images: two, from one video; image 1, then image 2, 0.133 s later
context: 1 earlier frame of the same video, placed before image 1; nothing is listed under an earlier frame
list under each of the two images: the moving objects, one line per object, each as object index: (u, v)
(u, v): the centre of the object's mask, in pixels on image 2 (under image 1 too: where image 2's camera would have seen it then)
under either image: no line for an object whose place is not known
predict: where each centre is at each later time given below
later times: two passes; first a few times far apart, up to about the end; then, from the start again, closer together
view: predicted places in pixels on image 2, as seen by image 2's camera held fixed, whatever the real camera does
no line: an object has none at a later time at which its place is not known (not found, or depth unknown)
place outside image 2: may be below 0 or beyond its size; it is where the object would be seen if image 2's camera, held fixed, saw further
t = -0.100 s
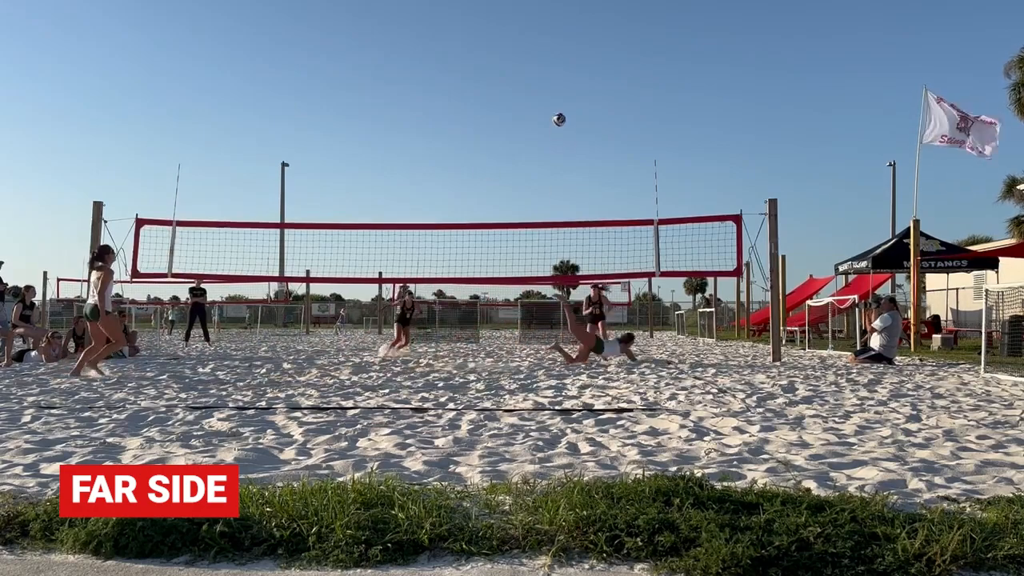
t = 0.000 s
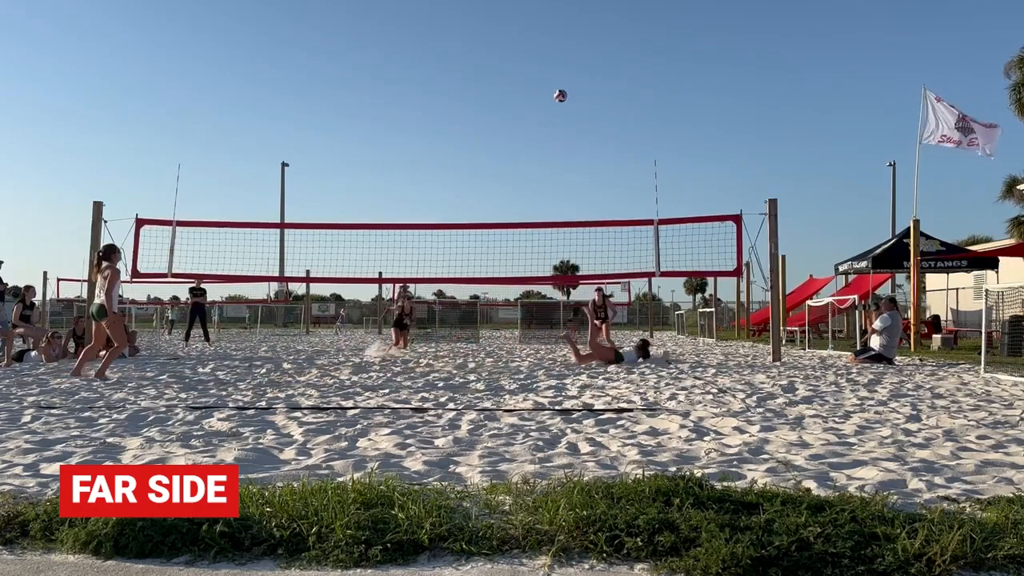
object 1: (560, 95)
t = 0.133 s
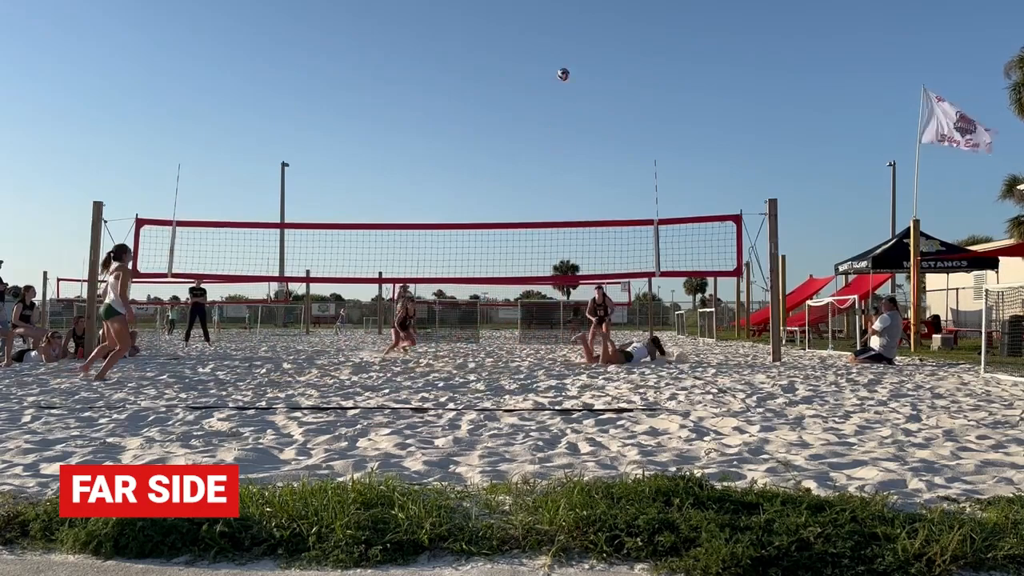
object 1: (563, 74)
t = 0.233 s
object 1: (565, 65)
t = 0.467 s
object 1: (573, 64)
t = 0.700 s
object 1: (581, 91)
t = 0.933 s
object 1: (591, 140)
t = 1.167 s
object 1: (602, 208)
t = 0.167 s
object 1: (564, 70)
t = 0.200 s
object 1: (564, 67)
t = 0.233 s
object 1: (565, 65)
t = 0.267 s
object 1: (566, 63)
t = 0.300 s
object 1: (567, 62)
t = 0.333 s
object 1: (568, 61)
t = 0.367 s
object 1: (569, 61)
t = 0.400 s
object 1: (570, 62)
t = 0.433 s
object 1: (571, 63)
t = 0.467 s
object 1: (573, 64)
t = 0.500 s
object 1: (573, 67)
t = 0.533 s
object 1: (575, 70)
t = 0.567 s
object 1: (576, 73)
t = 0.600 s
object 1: (577, 77)
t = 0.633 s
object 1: (578, 81)
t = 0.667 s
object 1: (580, 86)
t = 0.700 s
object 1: (581, 91)
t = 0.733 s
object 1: (583, 97)
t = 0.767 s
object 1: (584, 103)
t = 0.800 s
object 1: (585, 109)
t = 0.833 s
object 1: (587, 116)
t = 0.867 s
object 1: (588, 124)
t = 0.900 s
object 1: (590, 132)
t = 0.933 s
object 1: (591, 140)
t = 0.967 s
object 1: (593, 148)
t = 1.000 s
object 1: (594, 158)
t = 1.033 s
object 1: (596, 167)
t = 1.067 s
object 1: (597, 177)
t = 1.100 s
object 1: (599, 187)
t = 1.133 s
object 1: (600, 197)
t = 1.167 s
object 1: (602, 208)
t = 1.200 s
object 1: (604, 217)
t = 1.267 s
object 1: (607, 242)
